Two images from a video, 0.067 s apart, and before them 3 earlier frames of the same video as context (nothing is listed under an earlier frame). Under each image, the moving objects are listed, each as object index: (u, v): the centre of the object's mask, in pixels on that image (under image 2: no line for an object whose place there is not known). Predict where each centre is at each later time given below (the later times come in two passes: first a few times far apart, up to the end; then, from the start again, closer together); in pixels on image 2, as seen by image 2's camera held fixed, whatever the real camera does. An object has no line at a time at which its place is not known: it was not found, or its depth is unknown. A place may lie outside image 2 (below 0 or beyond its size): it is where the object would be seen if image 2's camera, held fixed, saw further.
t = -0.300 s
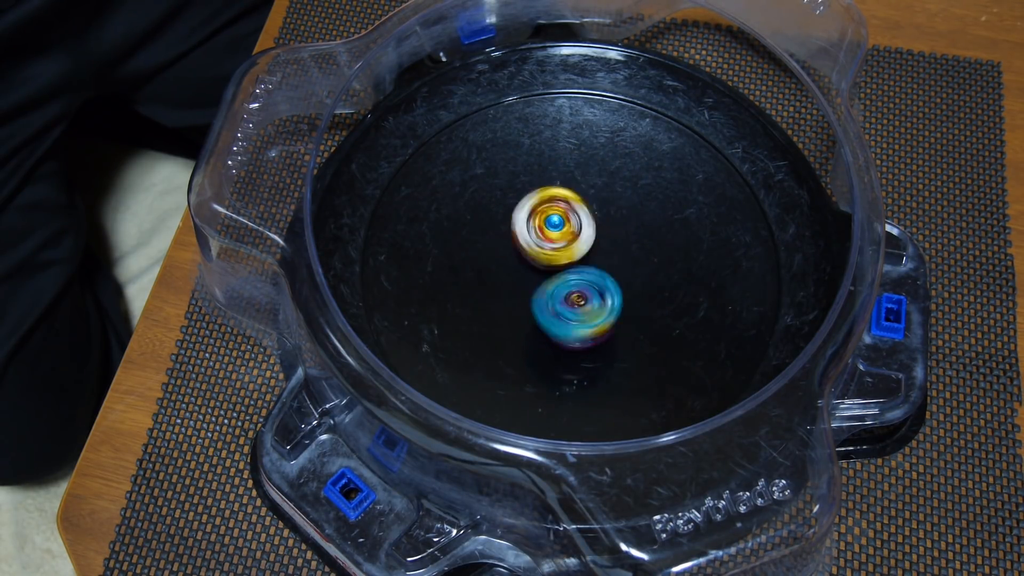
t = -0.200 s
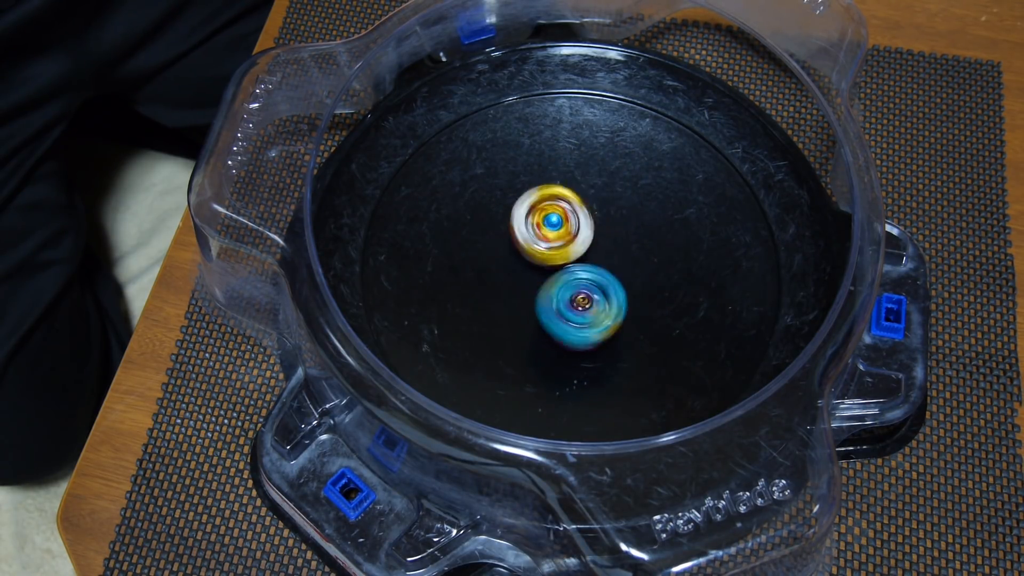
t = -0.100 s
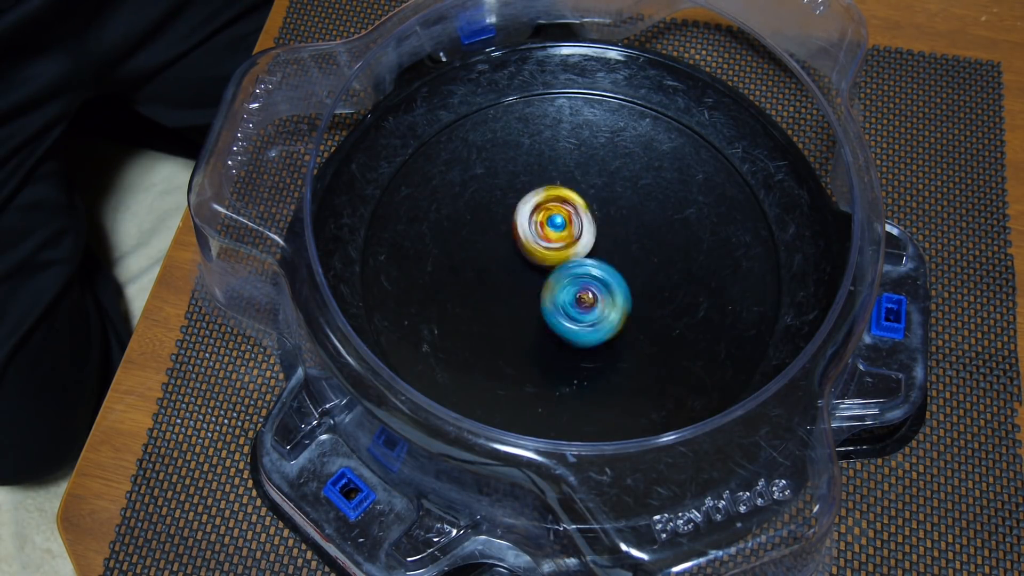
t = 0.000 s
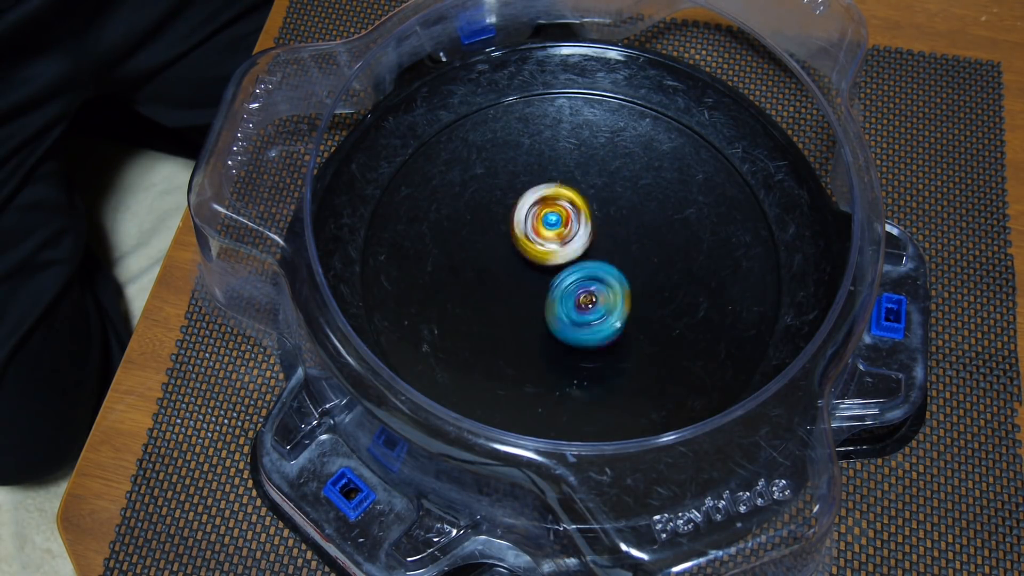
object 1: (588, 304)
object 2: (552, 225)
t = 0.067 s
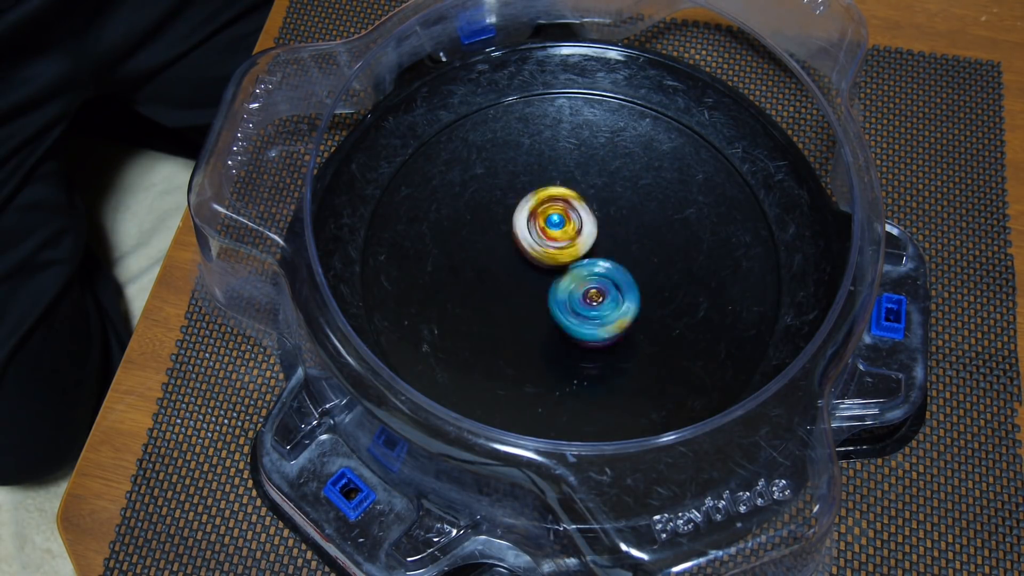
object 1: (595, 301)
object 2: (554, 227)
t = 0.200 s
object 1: (594, 307)
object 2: (552, 226)
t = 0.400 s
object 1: (597, 301)
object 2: (556, 225)
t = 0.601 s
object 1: (599, 304)
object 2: (563, 227)
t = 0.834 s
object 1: (597, 306)
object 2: (569, 224)
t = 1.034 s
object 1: (598, 299)
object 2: (572, 220)
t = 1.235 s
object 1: (608, 303)
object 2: (557, 217)
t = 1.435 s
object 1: (614, 289)
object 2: (553, 230)
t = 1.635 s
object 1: (605, 283)
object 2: (558, 220)
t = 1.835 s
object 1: (612, 300)
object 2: (558, 222)
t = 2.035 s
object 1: (604, 303)
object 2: (581, 228)
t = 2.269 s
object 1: (616, 307)
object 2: (578, 219)
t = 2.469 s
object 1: (613, 293)
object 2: (570, 222)
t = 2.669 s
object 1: (609, 296)
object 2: (562, 231)
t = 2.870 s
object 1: (612, 298)
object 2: (564, 237)
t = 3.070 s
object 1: (612, 298)
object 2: (556, 244)
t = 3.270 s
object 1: (613, 298)
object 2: (560, 242)
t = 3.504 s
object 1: (613, 298)
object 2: (560, 242)
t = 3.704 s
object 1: (613, 298)
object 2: (560, 242)
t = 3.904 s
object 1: (612, 298)
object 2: (560, 241)
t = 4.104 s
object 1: (612, 298)
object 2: (560, 241)
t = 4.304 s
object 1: (613, 298)
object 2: (561, 241)
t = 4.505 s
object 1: (613, 298)
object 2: (561, 241)
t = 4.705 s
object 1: (613, 298)
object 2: (561, 241)
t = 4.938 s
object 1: (613, 298)
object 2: (561, 241)
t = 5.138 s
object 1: (613, 298)
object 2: (561, 241)
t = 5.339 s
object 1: (612, 298)
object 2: (561, 241)
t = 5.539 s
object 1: (613, 298)
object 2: (561, 241)
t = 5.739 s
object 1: (612, 298)
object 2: (561, 241)
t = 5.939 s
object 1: (612, 298)
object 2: (561, 241)
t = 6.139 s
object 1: (612, 298)
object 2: (561, 241)
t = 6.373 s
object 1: (612, 298)
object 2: (560, 241)
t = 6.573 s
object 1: (612, 298)
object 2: (560, 241)
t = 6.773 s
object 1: (612, 298)
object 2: (560, 241)
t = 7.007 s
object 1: (612, 298)
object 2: (561, 241)
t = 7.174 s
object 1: (613, 298)
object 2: (561, 241)
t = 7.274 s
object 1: (613, 298)
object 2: (561, 241)
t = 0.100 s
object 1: (595, 300)
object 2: (557, 228)
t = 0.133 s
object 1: (598, 305)
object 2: (556, 227)
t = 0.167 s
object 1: (597, 306)
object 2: (554, 224)
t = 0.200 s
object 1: (594, 307)
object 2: (552, 226)
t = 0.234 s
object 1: (593, 305)
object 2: (554, 227)
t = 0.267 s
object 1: (593, 301)
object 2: (557, 226)
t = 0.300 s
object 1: (596, 301)
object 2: (556, 224)
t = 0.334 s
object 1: (597, 301)
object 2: (554, 223)
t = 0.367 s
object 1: (597, 303)
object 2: (555, 225)
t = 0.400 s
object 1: (597, 301)
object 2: (556, 225)
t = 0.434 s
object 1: (596, 299)
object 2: (558, 226)
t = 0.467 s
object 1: (599, 299)
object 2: (556, 225)
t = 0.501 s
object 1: (599, 299)
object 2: (556, 225)
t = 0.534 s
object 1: (598, 300)
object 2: (556, 227)
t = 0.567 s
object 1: (597, 299)
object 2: (560, 227)
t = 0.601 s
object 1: (599, 304)
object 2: (563, 227)
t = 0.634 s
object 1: (598, 306)
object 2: (562, 224)
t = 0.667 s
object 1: (596, 306)
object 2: (562, 225)
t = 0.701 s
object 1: (598, 307)
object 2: (563, 226)
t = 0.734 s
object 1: (597, 305)
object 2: (568, 227)
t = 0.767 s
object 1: (596, 304)
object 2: (570, 228)
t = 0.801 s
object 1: (598, 304)
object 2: (573, 227)
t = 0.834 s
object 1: (597, 306)
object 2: (569, 224)
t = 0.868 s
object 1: (596, 303)
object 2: (567, 223)
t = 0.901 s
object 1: (594, 301)
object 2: (563, 224)
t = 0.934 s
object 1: (595, 298)
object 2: (565, 224)
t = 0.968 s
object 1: (596, 298)
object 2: (566, 224)
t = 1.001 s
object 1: (597, 296)
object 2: (570, 224)
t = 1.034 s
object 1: (598, 299)
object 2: (572, 220)
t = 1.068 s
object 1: (603, 307)
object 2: (571, 212)
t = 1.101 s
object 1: (602, 315)
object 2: (566, 209)
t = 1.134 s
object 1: (601, 313)
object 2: (563, 208)
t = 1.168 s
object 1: (602, 309)
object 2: (557, 209)
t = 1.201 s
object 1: (605, 305)
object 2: (554, 214)
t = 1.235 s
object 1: (608, 303)
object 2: (557, 217)
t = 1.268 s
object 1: (610, 296)
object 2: (559, 221)
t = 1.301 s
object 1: (612, 292)
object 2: (560, 223)
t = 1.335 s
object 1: (610, 288)
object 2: (559, 226)
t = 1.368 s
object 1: (614, 288)
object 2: (558, 230)
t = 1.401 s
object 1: (615, 291)
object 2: (554, 230)
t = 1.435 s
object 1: (614, 289)
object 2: (553, 230)
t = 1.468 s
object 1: (613, 286)
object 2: (553, 229)
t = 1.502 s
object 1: (610, 282)
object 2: (551, 227)
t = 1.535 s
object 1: (612, 283)
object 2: (550, 225)
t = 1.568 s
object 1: (610, 284)
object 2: (550, 222)
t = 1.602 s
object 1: (607, 283)
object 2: (552, 221)
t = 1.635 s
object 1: (605, 283)
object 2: (558, 220)
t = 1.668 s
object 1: (605, 289)
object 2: (558, 216)
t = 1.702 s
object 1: (607, 293)
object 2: (558, 214)
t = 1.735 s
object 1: (608, 297)
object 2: (559, 214)
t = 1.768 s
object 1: (607, 300)
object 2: (558, 215)
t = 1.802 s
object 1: (608, 299)
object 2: (557, 217)
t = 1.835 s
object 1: (612, 300)
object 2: (558, 222)
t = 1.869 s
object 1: (612, 300)
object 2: (562, 226)
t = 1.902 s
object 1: (608, 298)
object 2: (565, 228)
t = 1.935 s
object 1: (608, 294)
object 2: (568, 228)
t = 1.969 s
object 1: (608, 298)
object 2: (572, 228)
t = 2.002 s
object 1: (606, 301)
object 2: (577, 228)
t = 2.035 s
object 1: (604, 303)
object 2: (581, 228)
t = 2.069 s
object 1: (605, 303)
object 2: (584, 226)
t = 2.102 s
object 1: (606, 303)
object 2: (584, 226)
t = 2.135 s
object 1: (608, 301)
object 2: (585, 225)
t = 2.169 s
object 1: (611, 302)
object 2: (584, 223)
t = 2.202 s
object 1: (613, 304)
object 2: (583, 220)
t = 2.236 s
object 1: (615, 305)
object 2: (580, 218)
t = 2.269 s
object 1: (616, 307)
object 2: (578, 219)
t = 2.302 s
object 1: (617, 306)
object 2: (576, 219)
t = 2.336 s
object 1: (618, 303)
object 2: (576, 220)
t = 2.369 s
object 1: (617, 299)
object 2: (575, 220)
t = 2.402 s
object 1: (617, 296)
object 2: (574, 220)
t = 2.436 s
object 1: (615, 294)
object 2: (572, 221)
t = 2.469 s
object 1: (613, 293)
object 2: (570, 222)
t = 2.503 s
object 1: (611, 293)
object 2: (569, 225)
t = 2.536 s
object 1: (609, 294)
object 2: (568, 228)
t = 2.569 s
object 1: (607, 295)
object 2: (565, 229)
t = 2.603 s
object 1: (607, 296)
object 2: (563, 229)
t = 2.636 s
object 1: (608, 296)
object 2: (562, 230)
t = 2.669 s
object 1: (609, 296)
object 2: (562, 231)
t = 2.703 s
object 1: (609, 297)
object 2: (562, 231)
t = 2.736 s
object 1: (609, 296)
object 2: (562, 231)
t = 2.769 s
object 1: (611, 297)
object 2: (563, 232)
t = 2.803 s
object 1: (612, 297)
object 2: (564, 234)
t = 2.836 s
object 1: (612, 298)
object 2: (564, 235)
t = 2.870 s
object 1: (612, 298)
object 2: (564, 237)
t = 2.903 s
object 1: (613, 298)
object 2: (563, 238)
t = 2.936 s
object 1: (613, 298)
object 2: (562, 240)
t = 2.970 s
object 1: (613, 298)
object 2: (560, 242)
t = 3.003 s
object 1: (613, 298)
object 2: (559, 243)
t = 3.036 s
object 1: (613, 298)
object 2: (557, 244)
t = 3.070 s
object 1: (612, 298)
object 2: (556, 244)
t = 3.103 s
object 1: (612, 298)
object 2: (556, 244)
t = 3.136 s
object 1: (612, 298)
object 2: (557, 244)
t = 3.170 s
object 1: (612, 298)
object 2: (557, 243)
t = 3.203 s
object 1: (612, 298)
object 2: (558, 243)
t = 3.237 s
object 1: (613, 298)
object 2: (559, 242)
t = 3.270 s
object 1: (613, 298)
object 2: (560, 242)
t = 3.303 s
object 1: (613, 298)
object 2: (561, 241)
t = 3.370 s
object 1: (613, 298)
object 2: (561, 242)
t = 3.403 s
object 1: (613, 298)
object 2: (560, 242)
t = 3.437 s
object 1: (613, 298)
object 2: (560, 242)
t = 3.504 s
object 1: (613, 298)
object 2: (560, 242)
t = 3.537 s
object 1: (613, 298)
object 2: (560, 242)
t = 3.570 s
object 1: (613, 298)
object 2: (561, 241)
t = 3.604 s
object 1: (613, 298)
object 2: (560, 242)
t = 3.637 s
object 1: (613, 298)
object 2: (560, 242)
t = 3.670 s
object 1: (613, 298)
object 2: (560, 242)
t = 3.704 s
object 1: (613, 298)
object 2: (560, 242)
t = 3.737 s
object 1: (612, 298)
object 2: (560, 241)
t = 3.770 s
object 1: (612, 298)
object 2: (560, 242)
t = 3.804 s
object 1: (612, 298)
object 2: (560, 241)
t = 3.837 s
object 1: (612, 298)
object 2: (560, 241)
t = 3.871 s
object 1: (612, 298)
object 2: (560, 241)
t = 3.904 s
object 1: (612, 298)
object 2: (560, 241)
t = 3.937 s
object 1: (612, 298)
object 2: (560, 241)
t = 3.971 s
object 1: (612, 298)
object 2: (560, 241)
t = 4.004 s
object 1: (612, 298)
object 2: (560, 241)
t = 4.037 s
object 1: (612, 298)
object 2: (560, 241)
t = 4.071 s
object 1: (612, 298)
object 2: (560, 241)
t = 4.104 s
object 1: (612, 298)
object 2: (560, 241)
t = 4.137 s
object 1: (613, 298)
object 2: (561, 241)
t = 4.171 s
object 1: (613, 298)
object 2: (561, 241)
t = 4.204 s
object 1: (612, 298)
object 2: (560, 241)
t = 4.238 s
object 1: (613, 298)
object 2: (561, 241)
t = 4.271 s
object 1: (613, 298)
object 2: (561, 241)
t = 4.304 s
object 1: (613, 298)
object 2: (561, 241)
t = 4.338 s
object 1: (612, 298)
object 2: (560, 241)
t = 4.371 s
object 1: (612, 298)
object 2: (561, 241)
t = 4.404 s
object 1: (613, 298)
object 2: (561, 241)
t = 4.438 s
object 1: (613, 298)
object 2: (561, 241)
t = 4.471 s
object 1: (613, 298)
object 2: (561, 241)
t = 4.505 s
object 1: (613, 298)
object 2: (561, 241)
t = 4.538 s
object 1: (613, 298)
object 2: (561, 241)
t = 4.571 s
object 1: (613, 298)
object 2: (561, 241)
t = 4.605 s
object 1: (613, 298)
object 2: (561, 241)
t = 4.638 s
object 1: (613, 298)
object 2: (561, 241)
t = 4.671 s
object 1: (613, 298)
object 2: (561, 241)
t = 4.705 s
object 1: (613, 298)
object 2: (561, 241)
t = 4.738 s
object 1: (613, 298)
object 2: (561, 241)
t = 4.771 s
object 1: (613, 298)
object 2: (561, 241)
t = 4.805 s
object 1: (613, 298)
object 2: (561, 241)
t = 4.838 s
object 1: (613, 298)
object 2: (561, 241)
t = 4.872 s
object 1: (613, 298)
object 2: (561, 241)
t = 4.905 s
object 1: (613, 298)
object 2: (561, 241)
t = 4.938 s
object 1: (613, 298)
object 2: (561, 241)
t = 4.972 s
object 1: (613, 298)
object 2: (561, 241)
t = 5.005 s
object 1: (612, 298)
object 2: (561, 241)
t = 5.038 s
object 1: (612, 298)
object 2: (561, 241)
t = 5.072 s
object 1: (613, 298)
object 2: (561, 241)
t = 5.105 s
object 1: (613, 298)
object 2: (561, 241)
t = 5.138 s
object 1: (613, 298)
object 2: (561, 241)
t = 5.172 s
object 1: (613, 298)
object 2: (561, 241)
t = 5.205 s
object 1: (612, 298)
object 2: (561, 241)
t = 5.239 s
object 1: (613, 298)
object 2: (561, 241)
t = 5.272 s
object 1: (612, 298)
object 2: (561, 241)
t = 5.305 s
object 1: (613, 298)
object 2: (561, 241)
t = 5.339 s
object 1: (612, 298)
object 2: (561, 241)
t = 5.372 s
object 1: (612, 298)
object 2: (561, 241)
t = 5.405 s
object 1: (613, 298)
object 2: (561, 241)
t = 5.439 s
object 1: (612, 298)
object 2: (561, 241)
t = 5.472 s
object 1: (613, 298)
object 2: (561, 241)
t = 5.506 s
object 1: (613, 298)
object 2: (561, 241)
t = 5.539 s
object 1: (613, 298)
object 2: (561, 241)
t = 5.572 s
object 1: (612, 298)
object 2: (561, 241)
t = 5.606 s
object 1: (613, 298)
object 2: (561, 241)
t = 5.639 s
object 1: (612, 298)
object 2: (561, 241)
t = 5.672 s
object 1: (612, 298)
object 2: (561, 241)
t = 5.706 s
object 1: (612, 298)
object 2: (561, 241)
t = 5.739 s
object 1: (612, 298)
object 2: (561, 241)
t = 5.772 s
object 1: (612, 298)
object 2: (561, 241)
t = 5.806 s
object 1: (612, 298)
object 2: (561, 241)
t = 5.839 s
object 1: (612, 298)
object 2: (561, 241)
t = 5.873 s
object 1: (612, 298)
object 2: (561, 241)
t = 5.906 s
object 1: (612, 298)
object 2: (561, 241)
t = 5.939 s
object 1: (612, 298)
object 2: (561, 241)
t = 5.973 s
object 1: (612, 298)
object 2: (561, 241)
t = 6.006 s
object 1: (612, 298)
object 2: (561, 241)
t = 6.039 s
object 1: (612, 298)
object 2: (561, 241)
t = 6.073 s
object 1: (612, 298)
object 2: (561, 241)
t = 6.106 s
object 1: (612, 298)
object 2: (561, 241)
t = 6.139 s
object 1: (612, 298)
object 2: (561, 241)
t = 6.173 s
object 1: (612, 298)
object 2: (560, 241)
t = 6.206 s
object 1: (612, 298)
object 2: (560, 241)
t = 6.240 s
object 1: (612, 298)
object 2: (560, 241)
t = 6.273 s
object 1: (612, 298)
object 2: (560, 241)
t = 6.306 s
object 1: (612, 298)
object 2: (560, 241)
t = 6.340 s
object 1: (612, 298)
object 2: (560, 241)
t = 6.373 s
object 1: (612, 298)
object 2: (560, 241)
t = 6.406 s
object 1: (612, 298)
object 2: (560, 241)
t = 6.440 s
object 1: (612, 298)
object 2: (560, 241)
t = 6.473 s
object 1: (612, 298)
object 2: (560, 241)
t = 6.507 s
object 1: (612, 298)
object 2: (560, 241)
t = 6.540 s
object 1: (612, 298)
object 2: (560, 241)
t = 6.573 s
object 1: (612, 298)
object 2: (560, 241)
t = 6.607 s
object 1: (613, 298)
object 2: (560, 241)
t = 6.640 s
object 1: (612, 298)
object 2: (560, 241)
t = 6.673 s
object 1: (612, 298)
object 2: (560, 241)
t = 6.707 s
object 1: (612, 298)
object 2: (560, 241)
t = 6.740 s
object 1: (612, 298)
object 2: (560, 241)
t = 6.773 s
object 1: (612, 298)
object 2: (560, 241)
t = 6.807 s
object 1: (612, 298)
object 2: (560, 241)
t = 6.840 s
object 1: (612, 298)
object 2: (560, 241)
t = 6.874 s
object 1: (612, 298)
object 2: (560, 241)
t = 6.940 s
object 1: (612, 298)
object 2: (560, 241)
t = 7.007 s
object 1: (612, 298)
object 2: (561, 241)
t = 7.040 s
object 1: (612, 298)
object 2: (561, 241)
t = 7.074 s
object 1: (613, 298)
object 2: (561, 241)
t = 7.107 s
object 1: (612, 298)
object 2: (561, 241)
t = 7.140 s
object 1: (612, 298)
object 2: (561, 241)
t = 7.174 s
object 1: (613, 298)
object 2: (561, 241)
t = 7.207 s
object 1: (612, 298)
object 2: (561, 241)
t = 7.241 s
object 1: (612, 298)
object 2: (561, 241)
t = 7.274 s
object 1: (613, 298)
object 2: (561, 241)
